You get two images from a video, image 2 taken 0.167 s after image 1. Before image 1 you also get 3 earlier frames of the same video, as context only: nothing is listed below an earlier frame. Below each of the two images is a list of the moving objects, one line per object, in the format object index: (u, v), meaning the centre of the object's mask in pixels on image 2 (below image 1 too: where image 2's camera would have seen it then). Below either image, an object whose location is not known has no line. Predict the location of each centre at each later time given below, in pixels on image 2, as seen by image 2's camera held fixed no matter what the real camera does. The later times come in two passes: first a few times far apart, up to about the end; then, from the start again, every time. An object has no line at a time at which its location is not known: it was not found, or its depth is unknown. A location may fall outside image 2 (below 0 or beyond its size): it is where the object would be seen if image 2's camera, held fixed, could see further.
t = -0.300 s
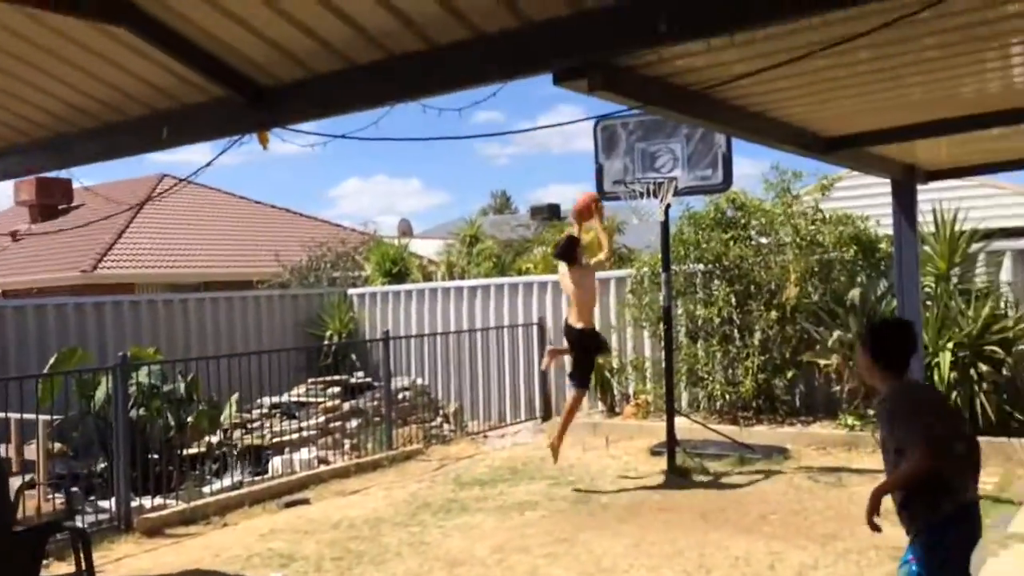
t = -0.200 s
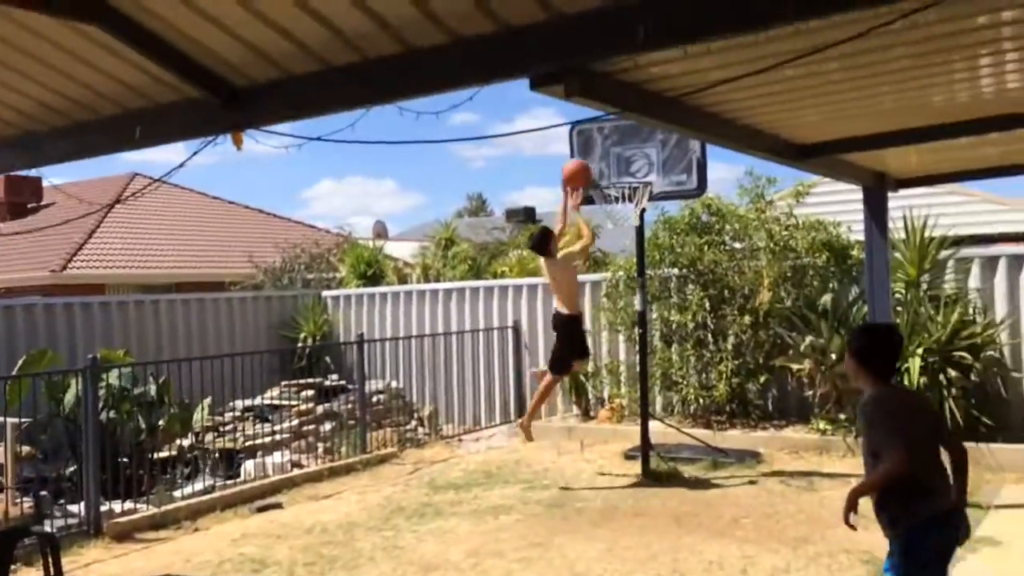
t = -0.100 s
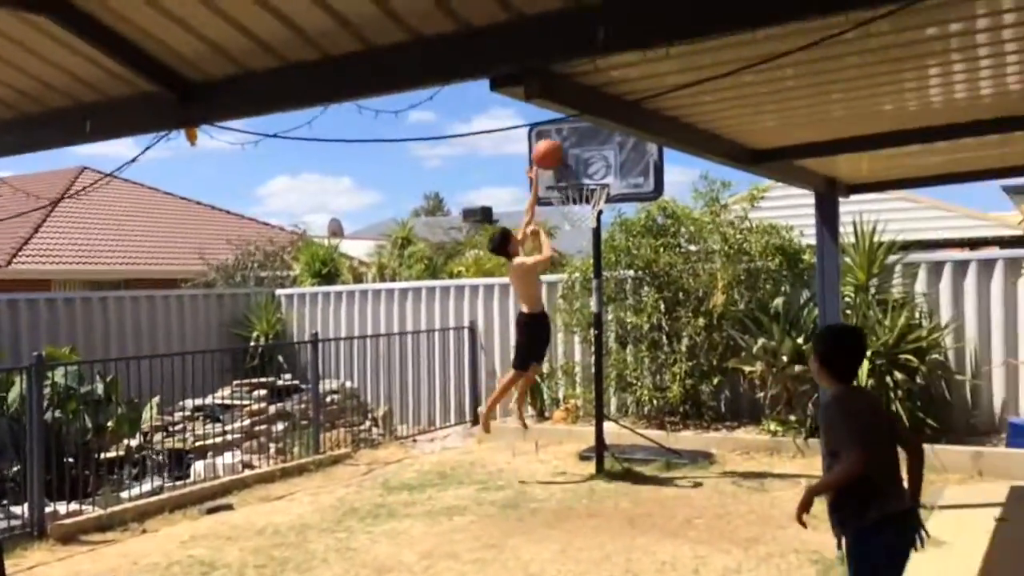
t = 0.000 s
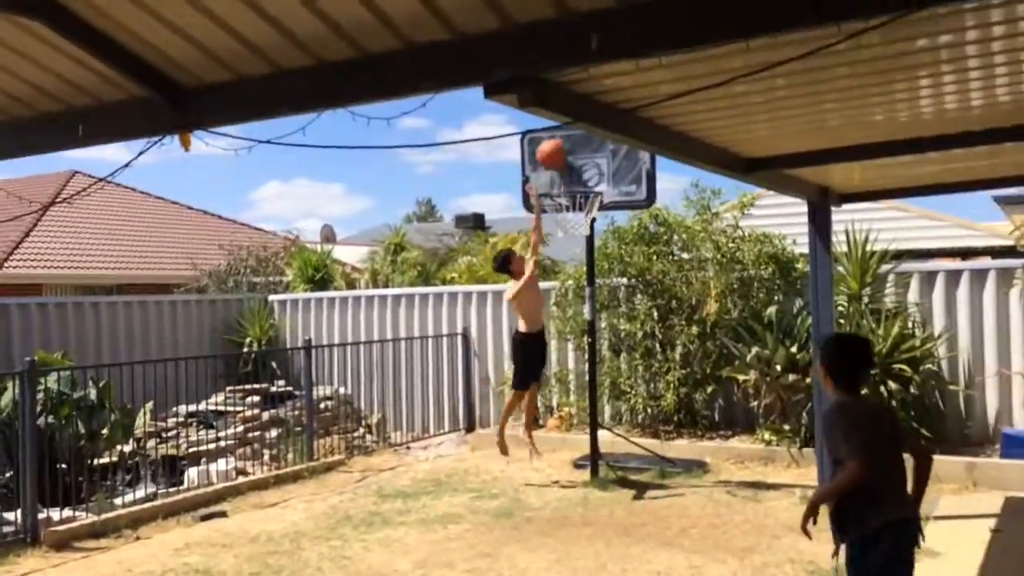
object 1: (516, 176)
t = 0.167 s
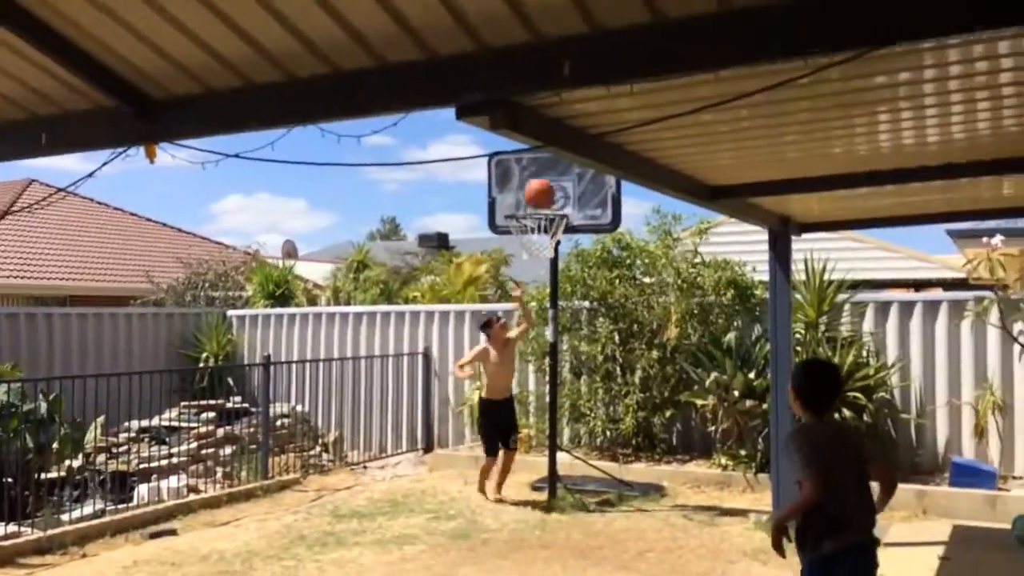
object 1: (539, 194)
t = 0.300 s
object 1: (546, 224)
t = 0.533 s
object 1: (524, 266)
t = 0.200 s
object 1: (543, 201)
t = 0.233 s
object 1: (547, 210)
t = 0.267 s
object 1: (548, 218)
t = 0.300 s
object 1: (546, 224)
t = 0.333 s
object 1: (545, 231)
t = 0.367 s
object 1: (542, 239)
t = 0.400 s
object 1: (540, 247)
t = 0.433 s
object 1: (536, 249)
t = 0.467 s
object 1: (533, 254)
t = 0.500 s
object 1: (529, 260)
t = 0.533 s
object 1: (524, 266)
